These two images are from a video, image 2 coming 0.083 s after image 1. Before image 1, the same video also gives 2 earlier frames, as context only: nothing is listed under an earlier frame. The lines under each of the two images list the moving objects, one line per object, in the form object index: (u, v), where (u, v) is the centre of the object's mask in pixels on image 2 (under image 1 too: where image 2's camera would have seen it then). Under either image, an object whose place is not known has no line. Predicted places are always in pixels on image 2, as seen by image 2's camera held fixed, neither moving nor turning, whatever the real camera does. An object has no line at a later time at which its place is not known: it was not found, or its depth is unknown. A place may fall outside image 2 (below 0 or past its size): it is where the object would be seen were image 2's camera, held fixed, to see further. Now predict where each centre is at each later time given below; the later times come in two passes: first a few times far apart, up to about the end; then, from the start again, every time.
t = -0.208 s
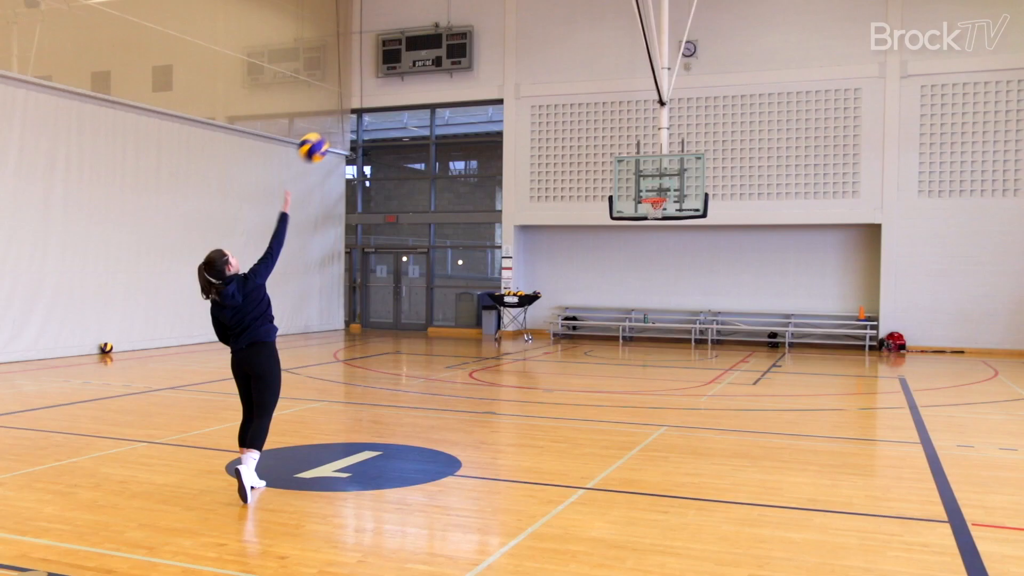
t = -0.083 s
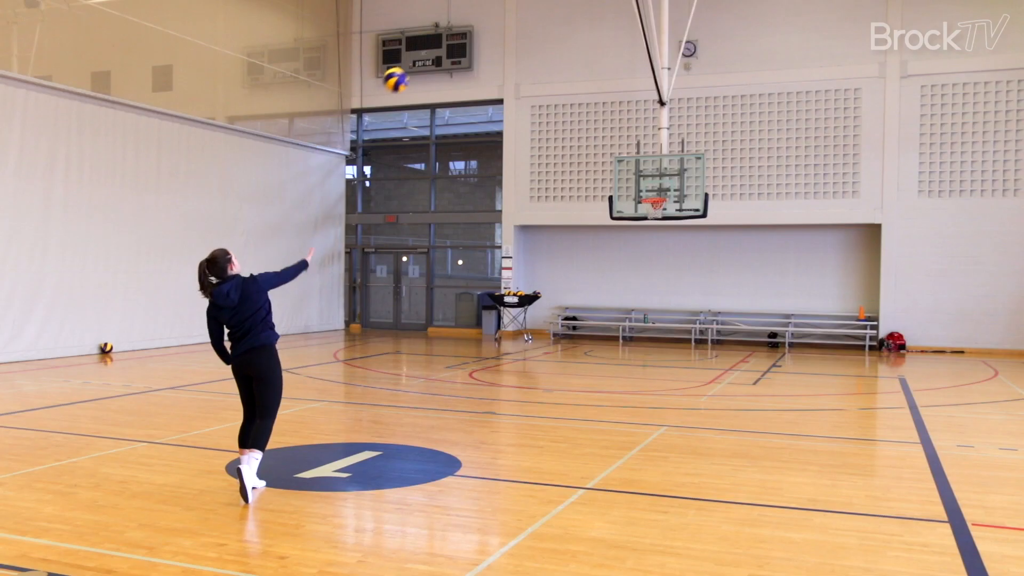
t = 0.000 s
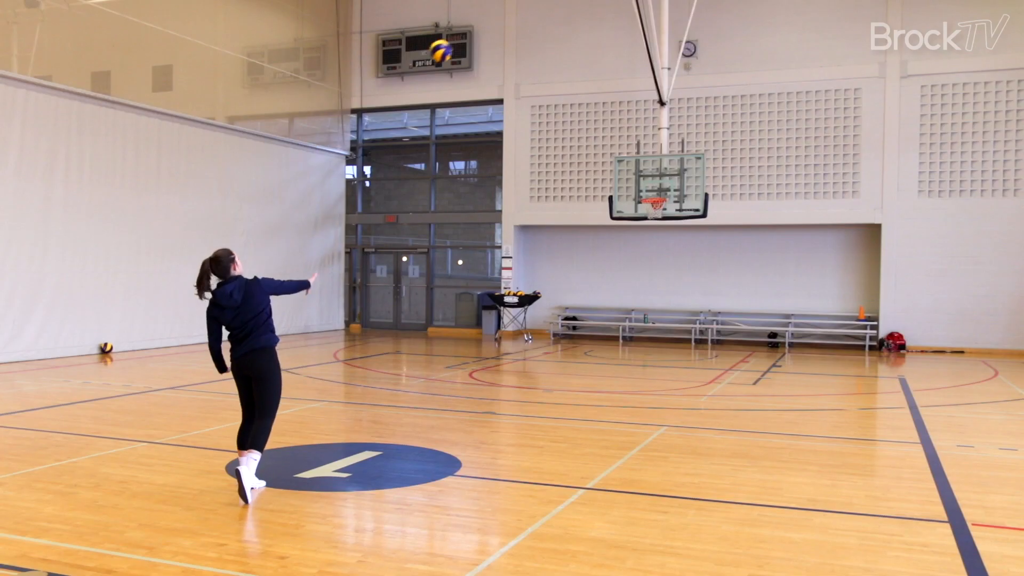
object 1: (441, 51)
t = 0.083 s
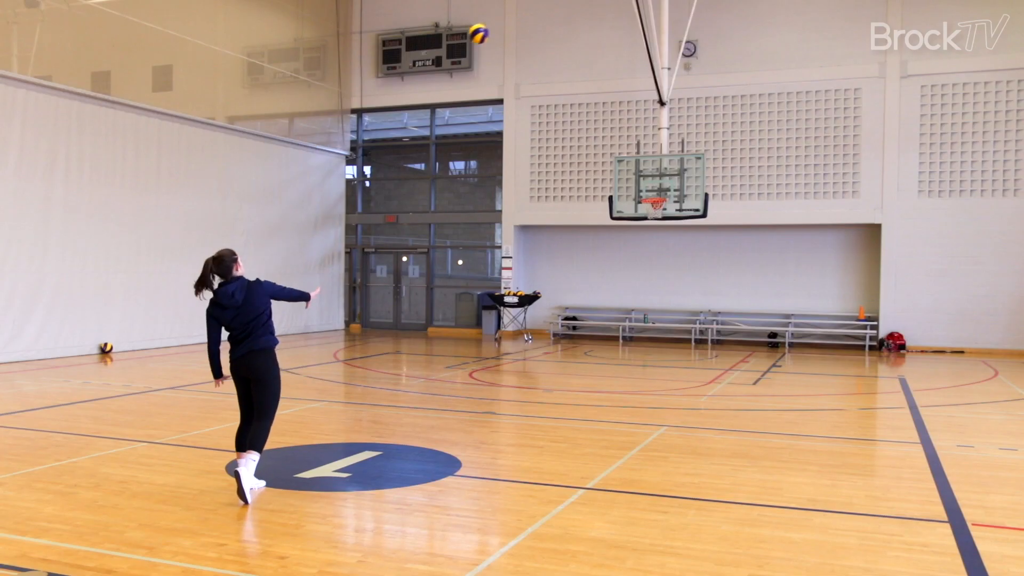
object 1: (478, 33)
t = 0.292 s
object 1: (552, 27)
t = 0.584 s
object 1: (607, 68)
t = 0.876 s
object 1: (640, 139)
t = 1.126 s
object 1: (647, 199)
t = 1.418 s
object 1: (654, 214)
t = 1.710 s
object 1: (643, 249)
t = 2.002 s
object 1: (633, 321)
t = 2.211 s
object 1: (627, 321)
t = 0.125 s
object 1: (498, 27)
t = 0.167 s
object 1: (511, 25)
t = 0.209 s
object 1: (528, 24)
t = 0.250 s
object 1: (538, 25)
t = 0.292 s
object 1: (552, 27)
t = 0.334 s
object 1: (560, 30)
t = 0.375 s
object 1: (572, 36)
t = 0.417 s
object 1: (579, 40)
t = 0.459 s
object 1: (589, 47)
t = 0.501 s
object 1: (595, 52)
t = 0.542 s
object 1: (602, 62)
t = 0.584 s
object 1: (607, 68)
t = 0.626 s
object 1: (614, 78)
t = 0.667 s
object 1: (618, 86)
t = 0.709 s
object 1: (624, 97)
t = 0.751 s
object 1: (628, 105)
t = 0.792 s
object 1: (633, 117)
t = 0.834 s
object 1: (636, 126)
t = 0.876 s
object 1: (640, 139)
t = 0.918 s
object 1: (643, 148)
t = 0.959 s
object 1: (647, 162)
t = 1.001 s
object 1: (650, 172)
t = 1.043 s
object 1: (654, 186)
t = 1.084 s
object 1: (652, 192)
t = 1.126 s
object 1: (647, 199)
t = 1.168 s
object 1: (655, 203)
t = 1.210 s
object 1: (661, 205)
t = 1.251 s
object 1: (662, 208)
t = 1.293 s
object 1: (660, 210)
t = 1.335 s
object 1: (657, 210)
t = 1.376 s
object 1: (655, 213)
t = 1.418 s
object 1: (654, 214)
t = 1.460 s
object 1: (652, 217)
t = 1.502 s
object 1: (650, 220)
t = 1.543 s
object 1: (648, 224)
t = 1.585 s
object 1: (648, 228)
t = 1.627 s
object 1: (646, 235)
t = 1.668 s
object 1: (645, 240)
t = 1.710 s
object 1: (643, 249)
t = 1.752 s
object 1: (642, 255)
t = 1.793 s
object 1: (639, 266)
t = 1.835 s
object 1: (638, 274)
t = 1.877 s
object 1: (636, 287)
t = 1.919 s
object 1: (635, 296)
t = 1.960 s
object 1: (634, 311)
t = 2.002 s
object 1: (633, 321)
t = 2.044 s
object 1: (631, 338)
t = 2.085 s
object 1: (629, 349)
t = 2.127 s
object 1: (628, 339)
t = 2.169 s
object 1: (628, 331)
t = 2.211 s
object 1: (627, 321)
